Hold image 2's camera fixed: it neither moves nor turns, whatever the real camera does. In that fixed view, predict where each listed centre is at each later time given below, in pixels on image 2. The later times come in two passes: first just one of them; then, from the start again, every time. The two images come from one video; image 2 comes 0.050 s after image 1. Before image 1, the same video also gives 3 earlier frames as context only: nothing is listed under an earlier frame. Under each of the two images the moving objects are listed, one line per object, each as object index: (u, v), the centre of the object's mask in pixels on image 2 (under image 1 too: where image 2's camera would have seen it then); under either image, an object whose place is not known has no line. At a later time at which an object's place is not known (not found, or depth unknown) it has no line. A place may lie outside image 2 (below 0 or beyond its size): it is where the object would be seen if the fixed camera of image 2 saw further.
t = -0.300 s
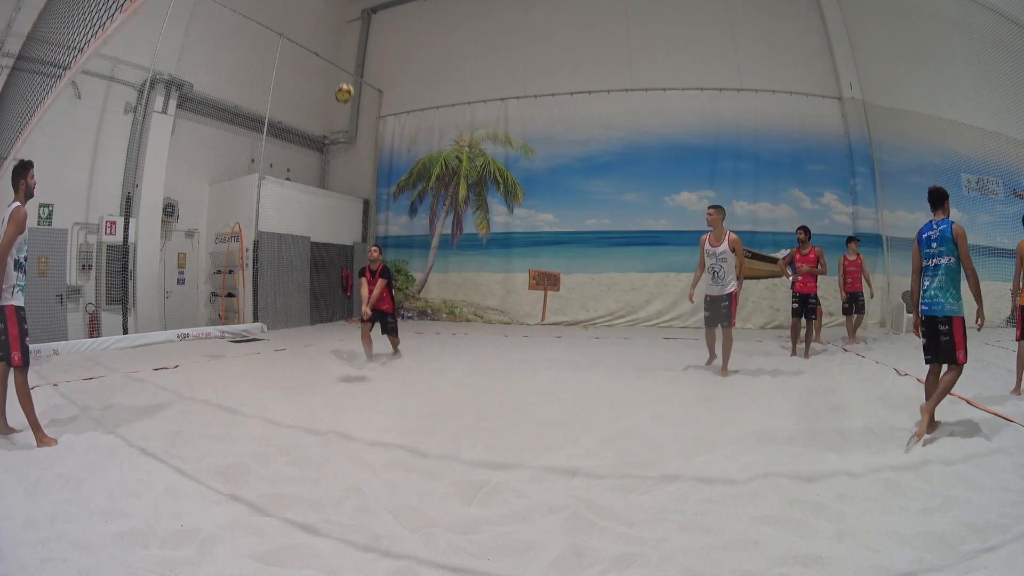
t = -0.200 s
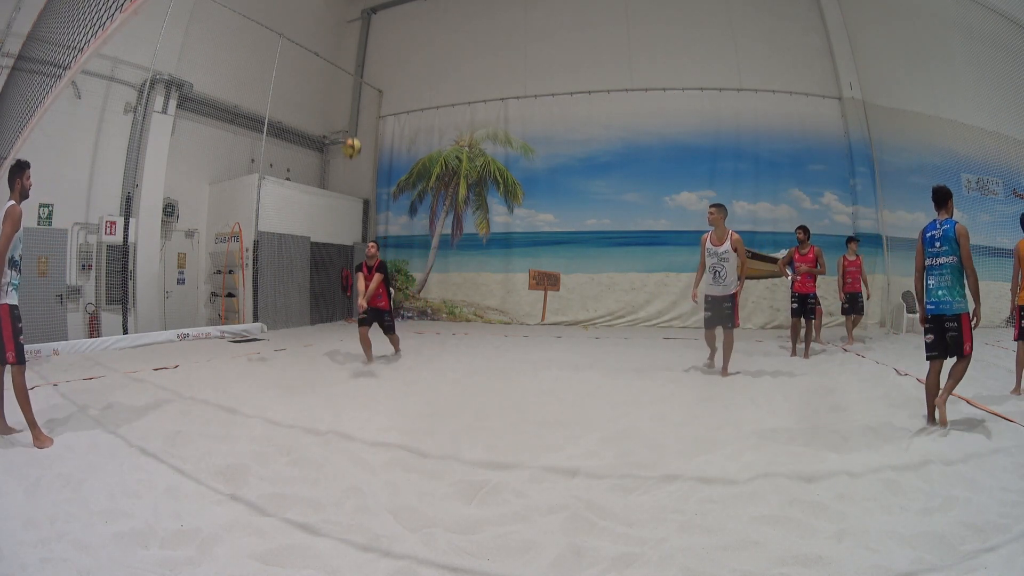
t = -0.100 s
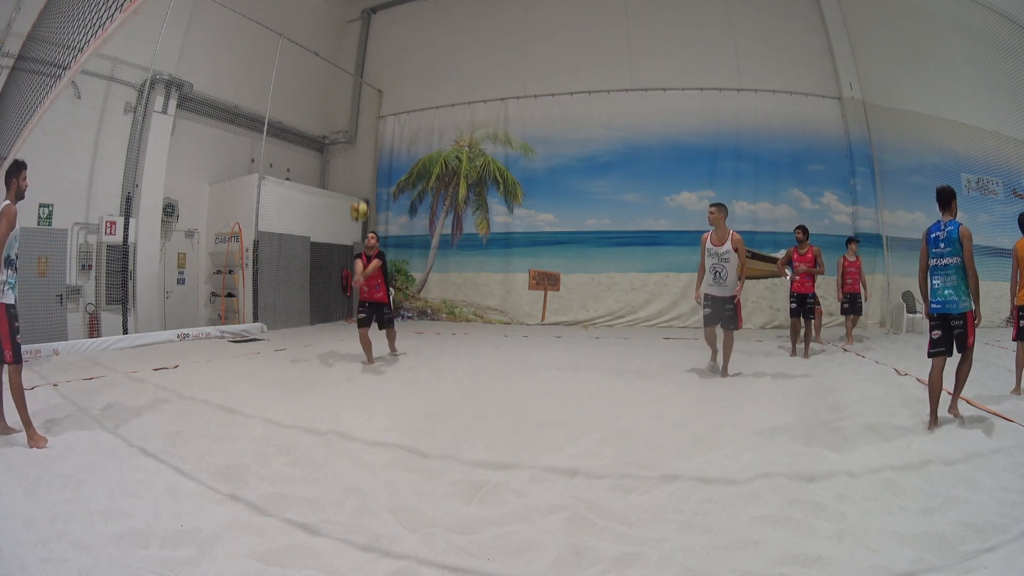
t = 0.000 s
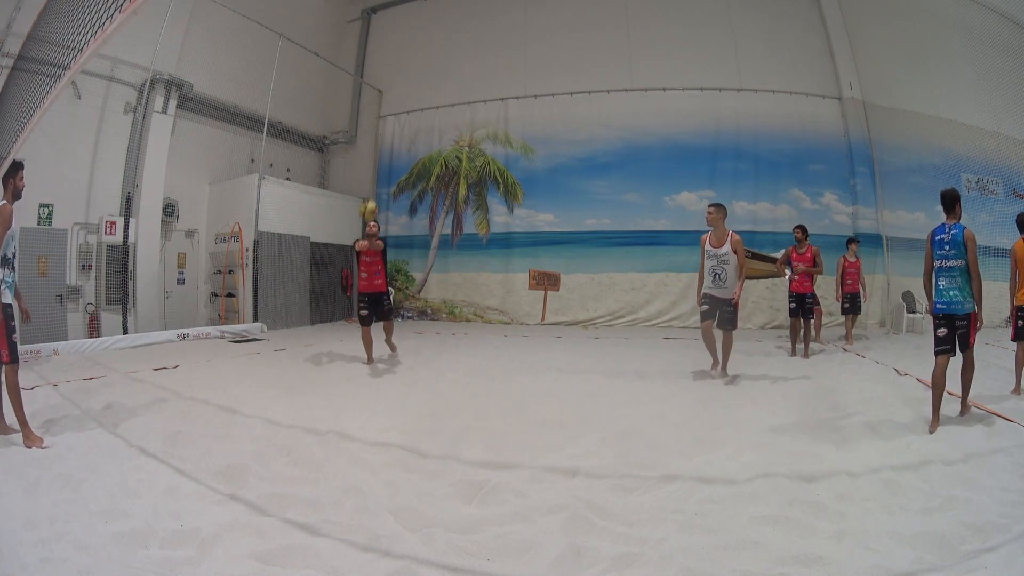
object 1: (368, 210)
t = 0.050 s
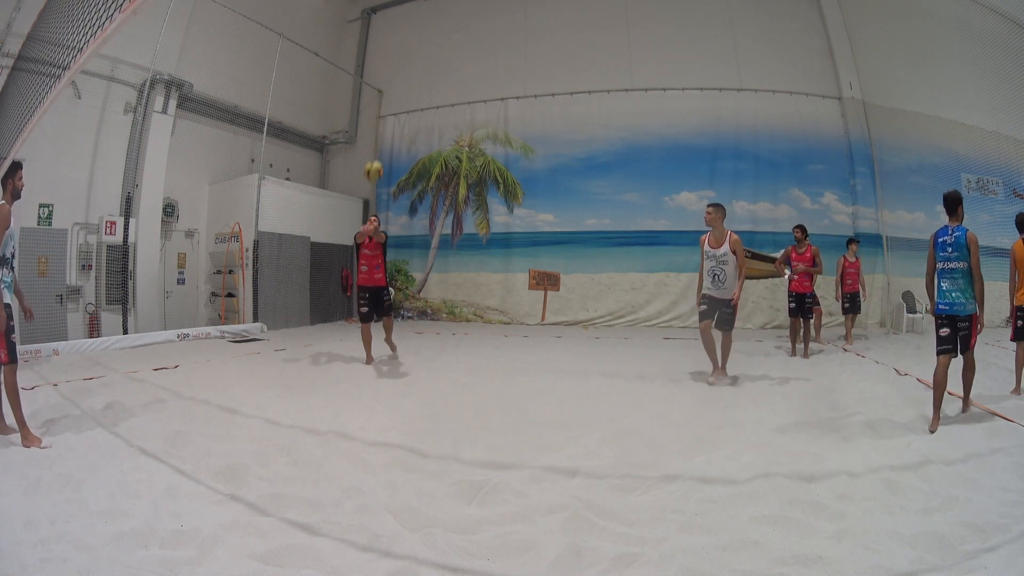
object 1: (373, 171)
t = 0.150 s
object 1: (384, 100)
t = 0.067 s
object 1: (375, 158)
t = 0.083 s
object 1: (377, 146)
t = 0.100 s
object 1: (379, 134)
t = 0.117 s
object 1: (380, 122)
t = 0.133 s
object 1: (383, 111)
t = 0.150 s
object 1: (384, 100)
